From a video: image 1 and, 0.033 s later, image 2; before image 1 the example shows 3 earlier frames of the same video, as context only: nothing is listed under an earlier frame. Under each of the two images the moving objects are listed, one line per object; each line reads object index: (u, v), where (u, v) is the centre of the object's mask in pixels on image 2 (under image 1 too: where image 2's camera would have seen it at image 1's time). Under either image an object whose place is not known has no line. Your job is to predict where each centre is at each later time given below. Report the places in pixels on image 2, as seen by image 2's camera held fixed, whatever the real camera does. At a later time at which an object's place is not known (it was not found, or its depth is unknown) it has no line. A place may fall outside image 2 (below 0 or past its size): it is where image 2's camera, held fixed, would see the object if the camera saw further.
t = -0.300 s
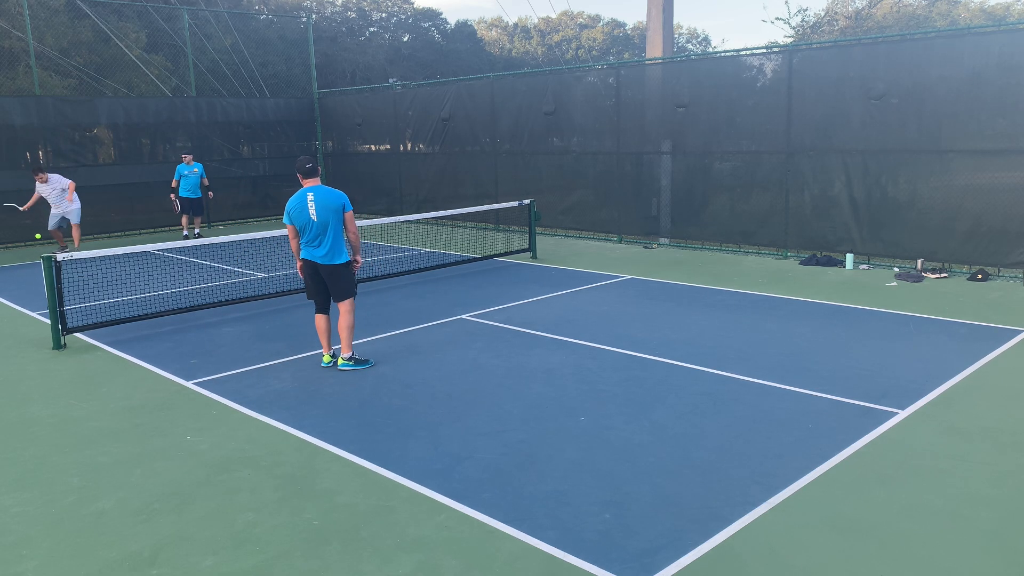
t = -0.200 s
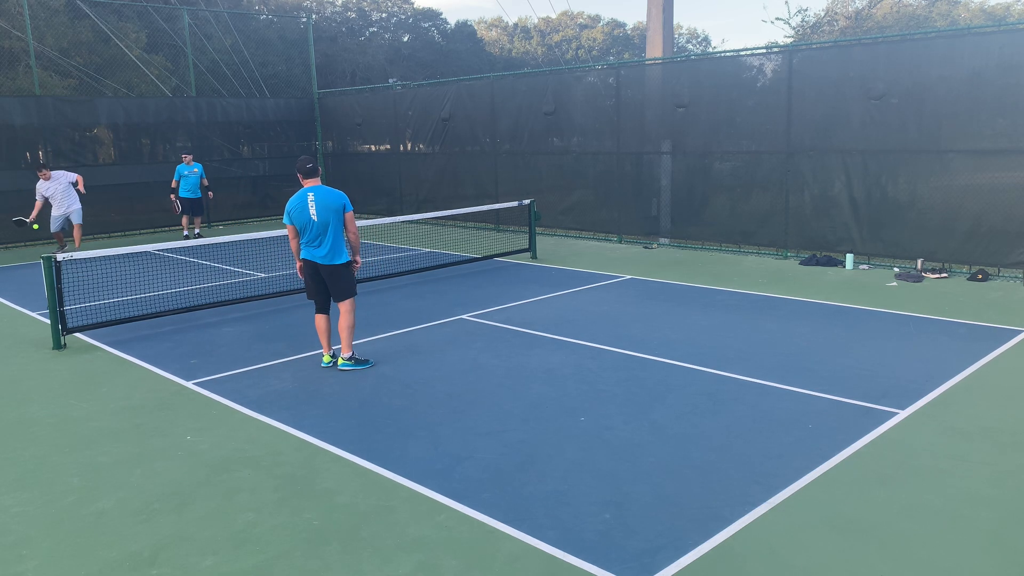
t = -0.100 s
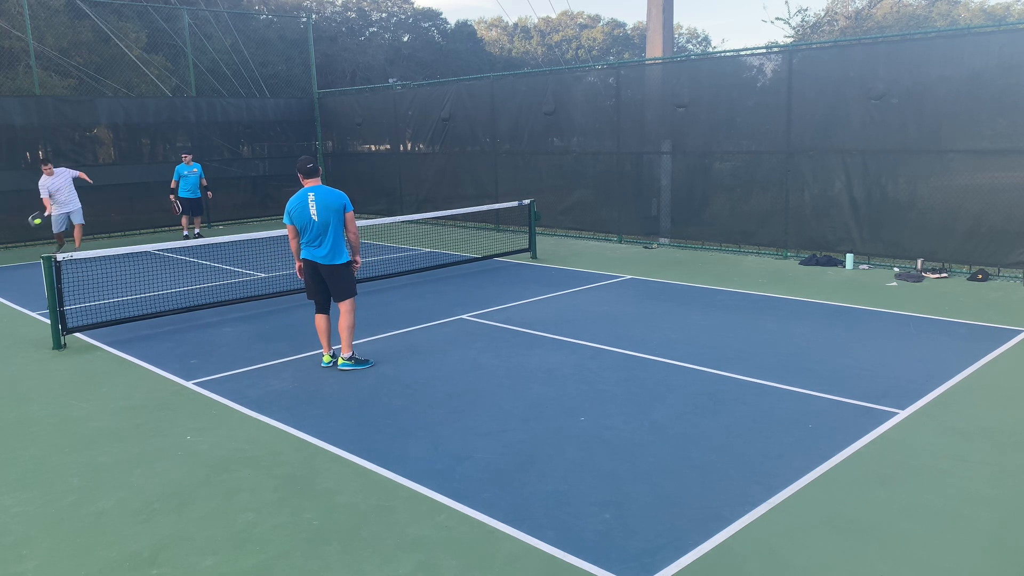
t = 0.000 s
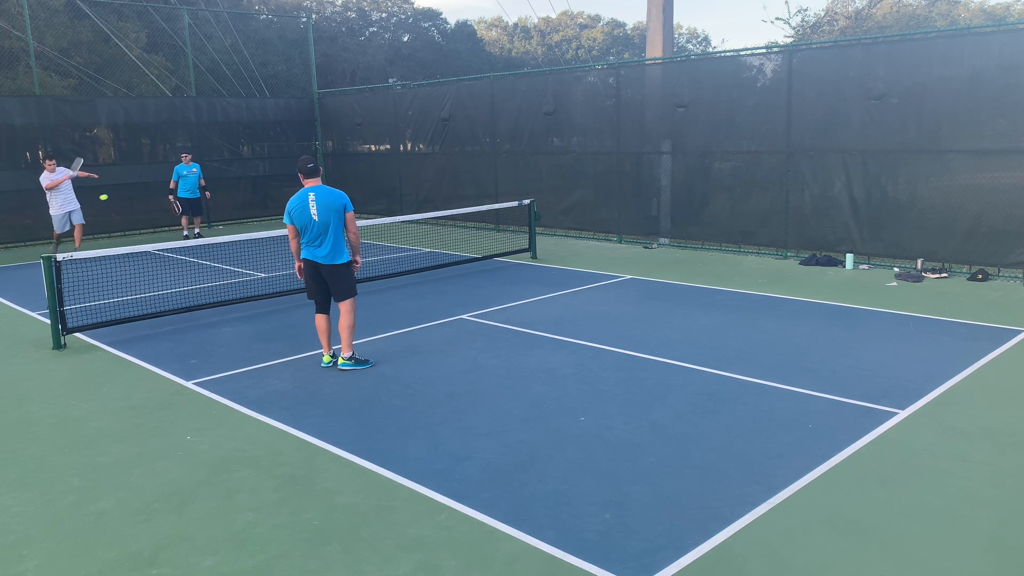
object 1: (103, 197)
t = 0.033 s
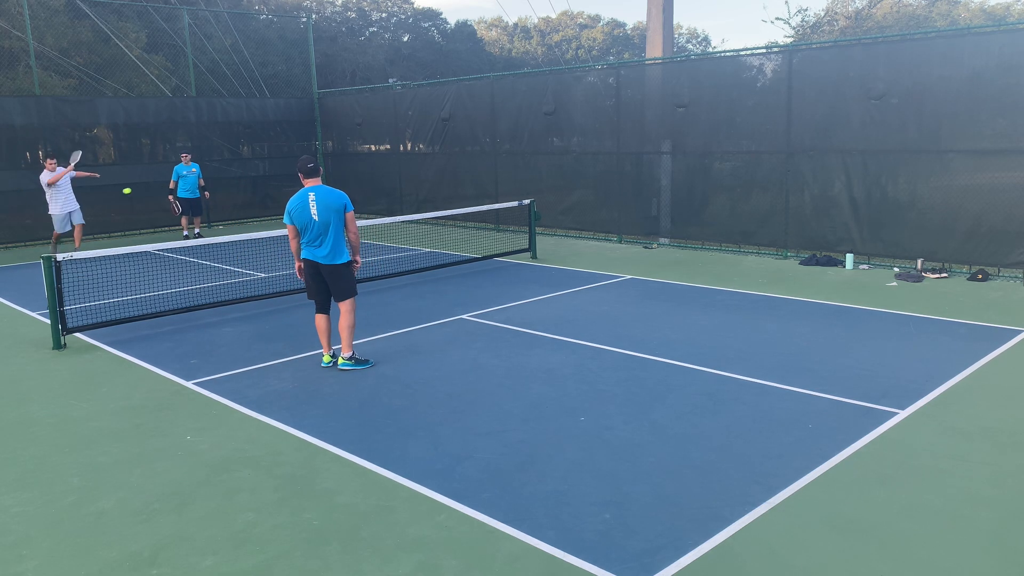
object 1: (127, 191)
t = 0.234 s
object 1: (281, 171)
